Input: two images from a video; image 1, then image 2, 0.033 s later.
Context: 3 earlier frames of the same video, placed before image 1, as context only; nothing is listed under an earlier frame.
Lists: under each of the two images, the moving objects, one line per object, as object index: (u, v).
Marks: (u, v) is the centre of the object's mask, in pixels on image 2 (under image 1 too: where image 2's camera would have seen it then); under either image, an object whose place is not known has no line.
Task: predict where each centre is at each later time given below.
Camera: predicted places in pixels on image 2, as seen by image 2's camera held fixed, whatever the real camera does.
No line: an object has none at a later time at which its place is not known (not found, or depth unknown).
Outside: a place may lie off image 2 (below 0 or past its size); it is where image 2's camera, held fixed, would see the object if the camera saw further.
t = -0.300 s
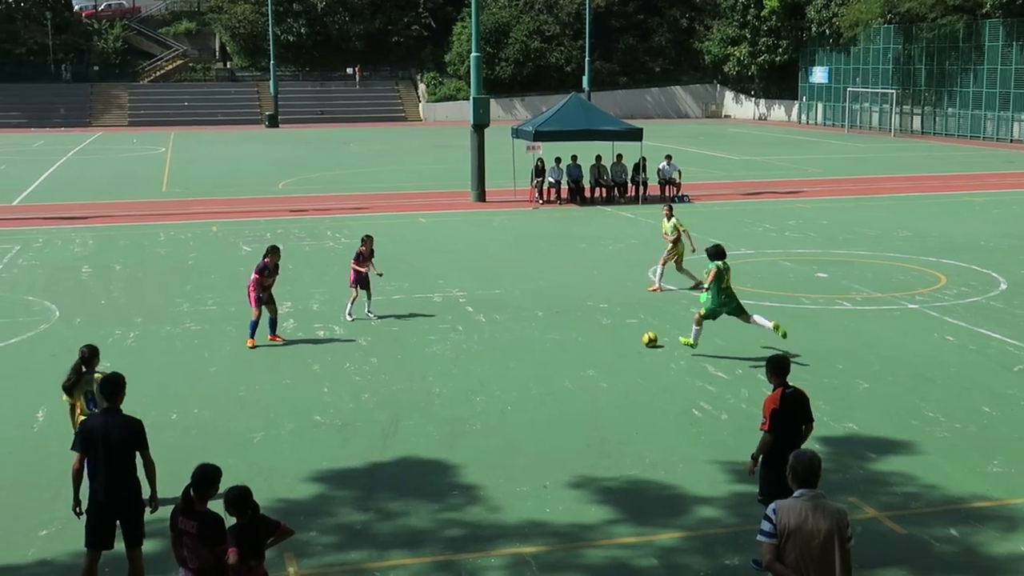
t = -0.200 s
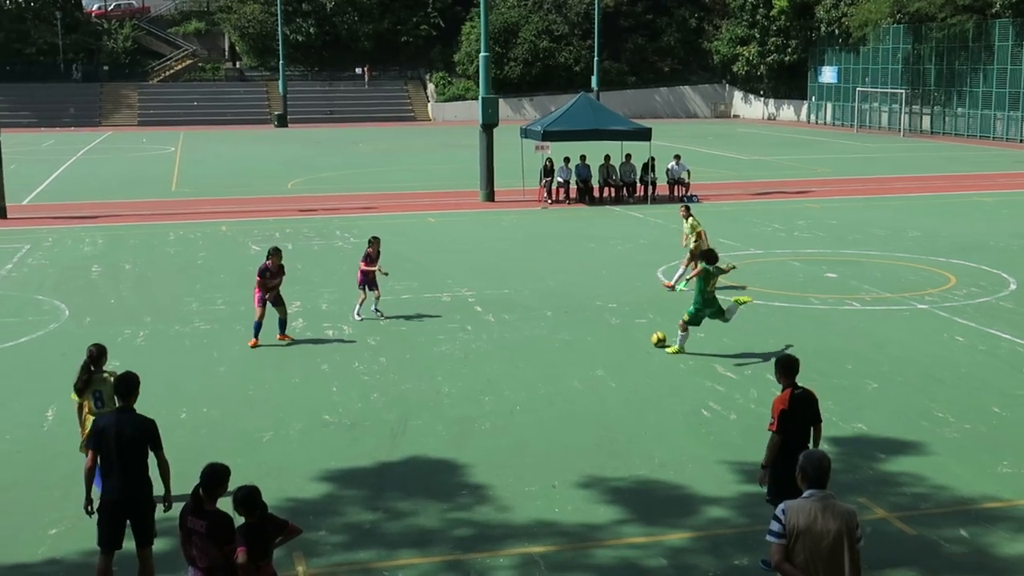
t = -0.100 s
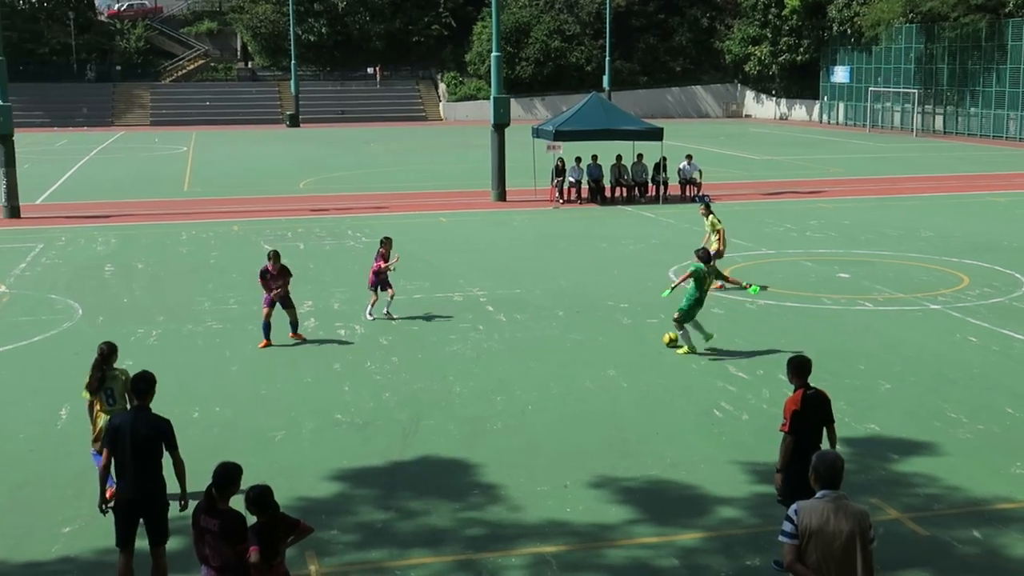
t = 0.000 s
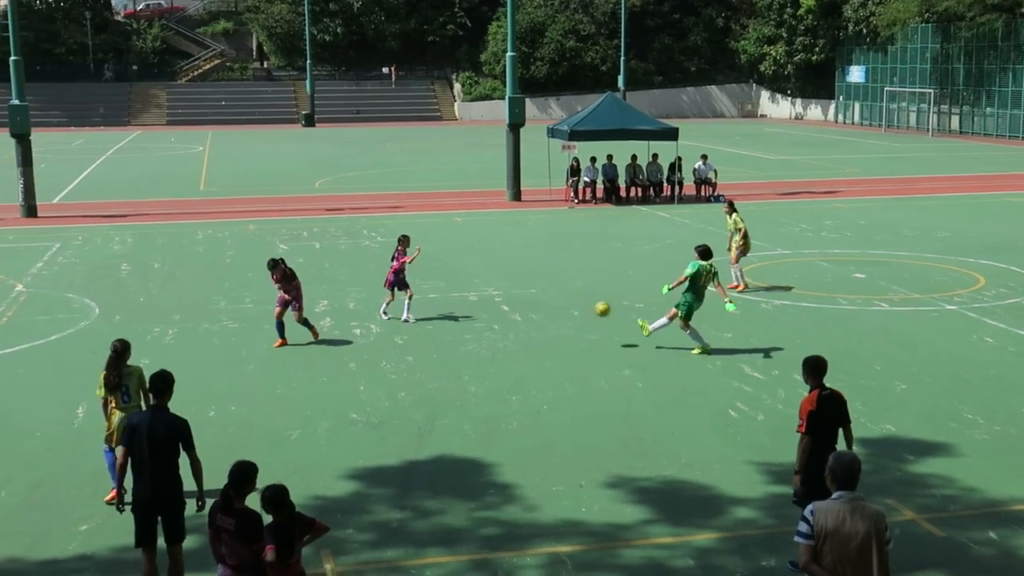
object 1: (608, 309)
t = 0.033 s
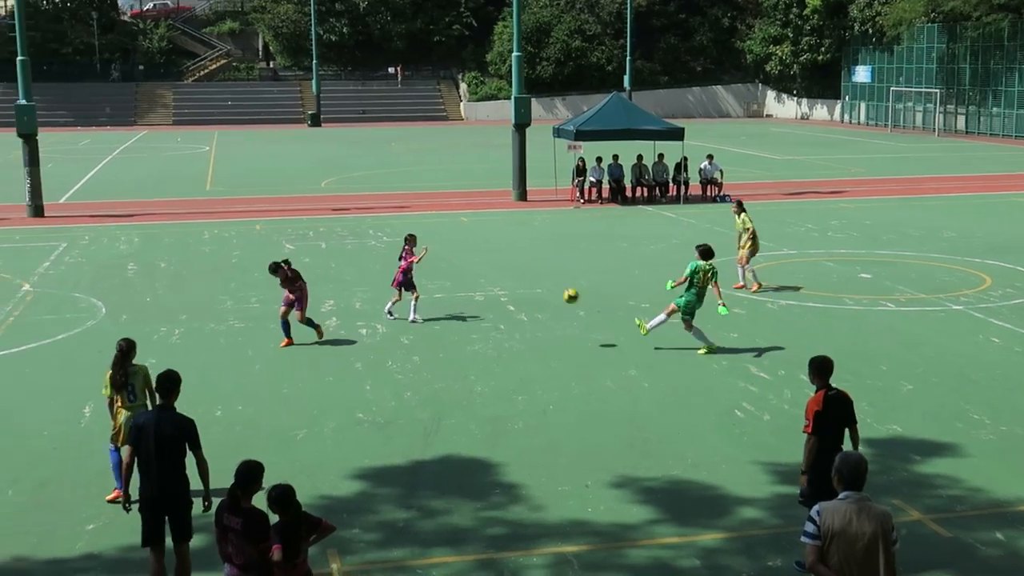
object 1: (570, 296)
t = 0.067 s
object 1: (535, 284)
